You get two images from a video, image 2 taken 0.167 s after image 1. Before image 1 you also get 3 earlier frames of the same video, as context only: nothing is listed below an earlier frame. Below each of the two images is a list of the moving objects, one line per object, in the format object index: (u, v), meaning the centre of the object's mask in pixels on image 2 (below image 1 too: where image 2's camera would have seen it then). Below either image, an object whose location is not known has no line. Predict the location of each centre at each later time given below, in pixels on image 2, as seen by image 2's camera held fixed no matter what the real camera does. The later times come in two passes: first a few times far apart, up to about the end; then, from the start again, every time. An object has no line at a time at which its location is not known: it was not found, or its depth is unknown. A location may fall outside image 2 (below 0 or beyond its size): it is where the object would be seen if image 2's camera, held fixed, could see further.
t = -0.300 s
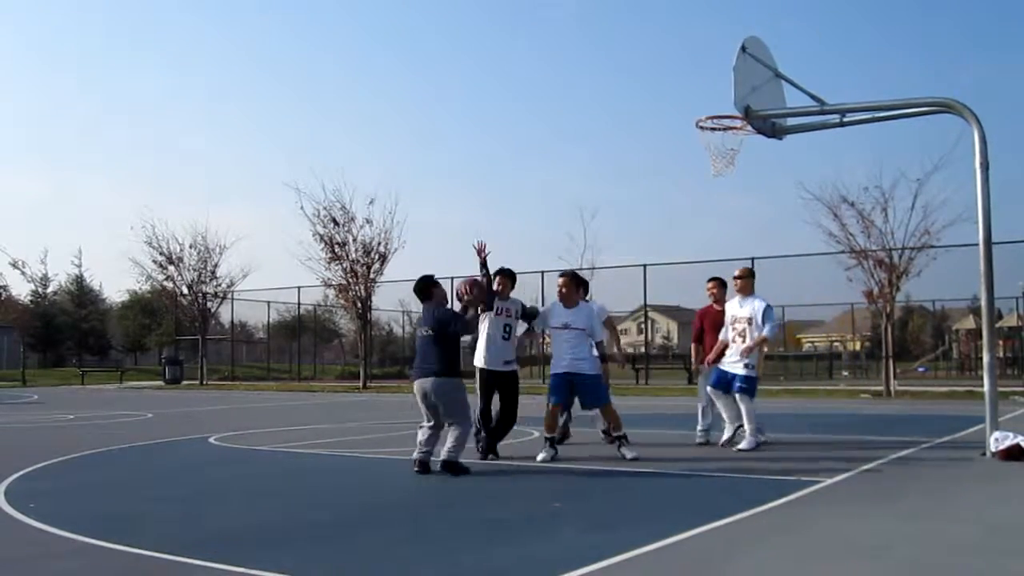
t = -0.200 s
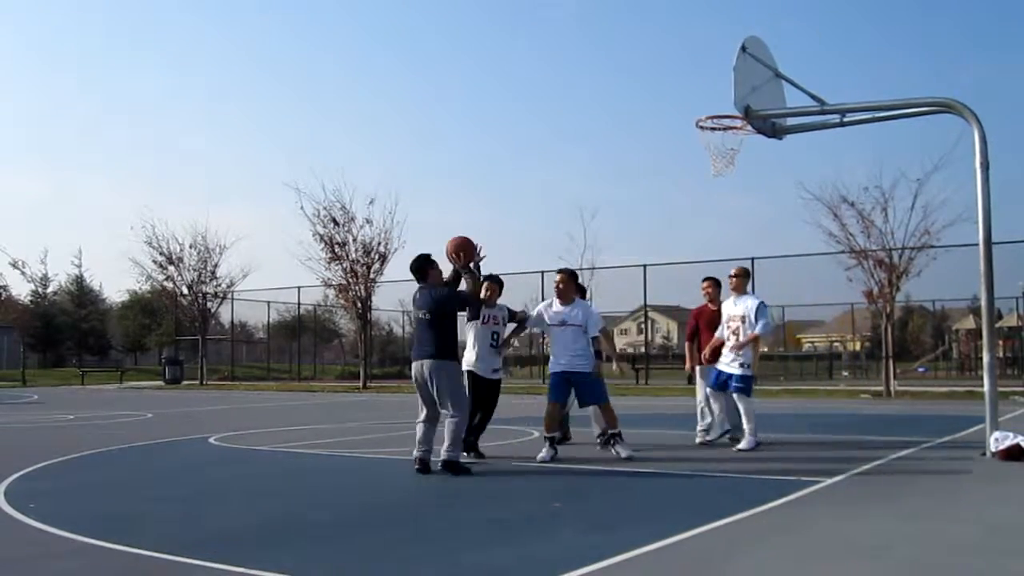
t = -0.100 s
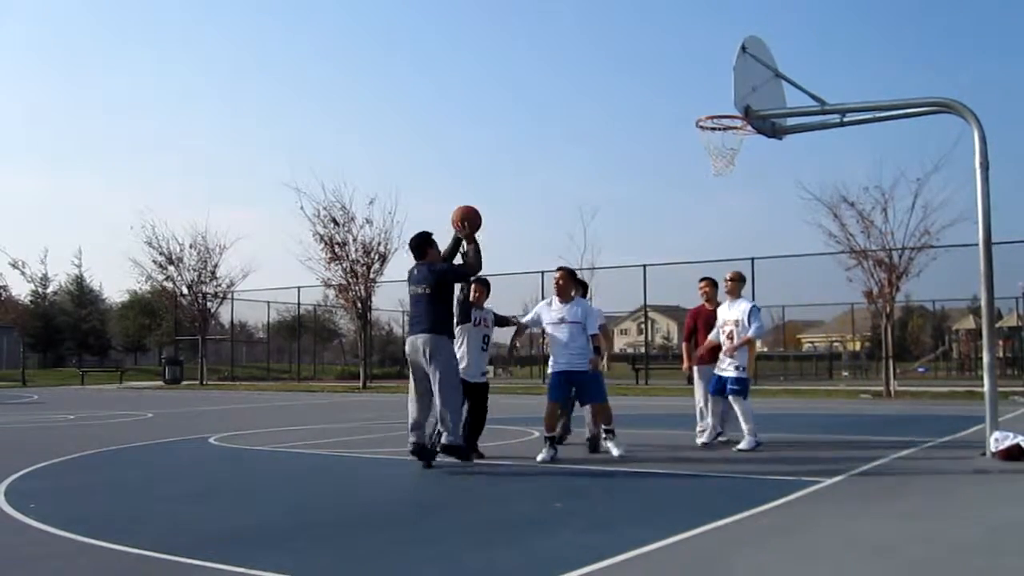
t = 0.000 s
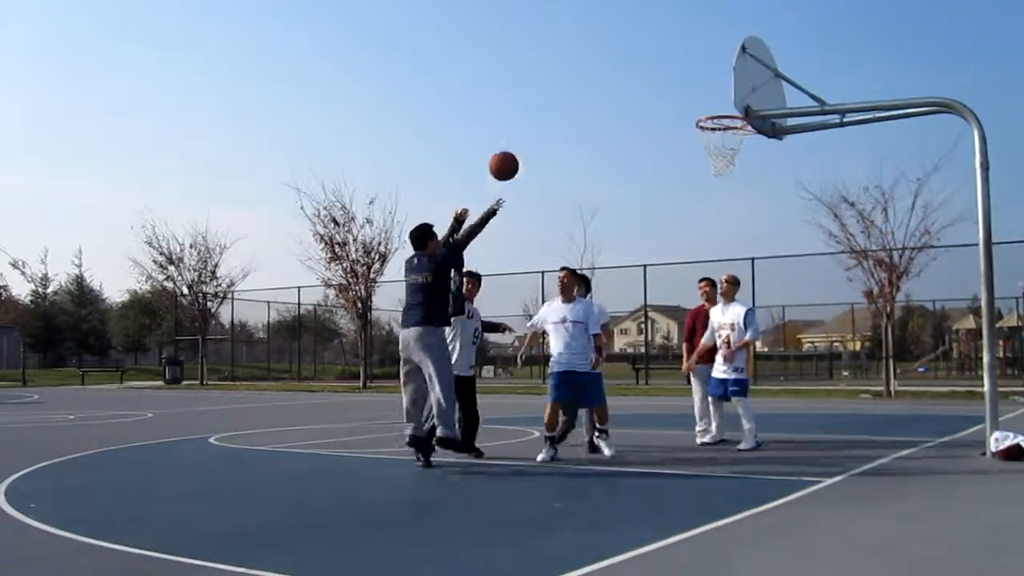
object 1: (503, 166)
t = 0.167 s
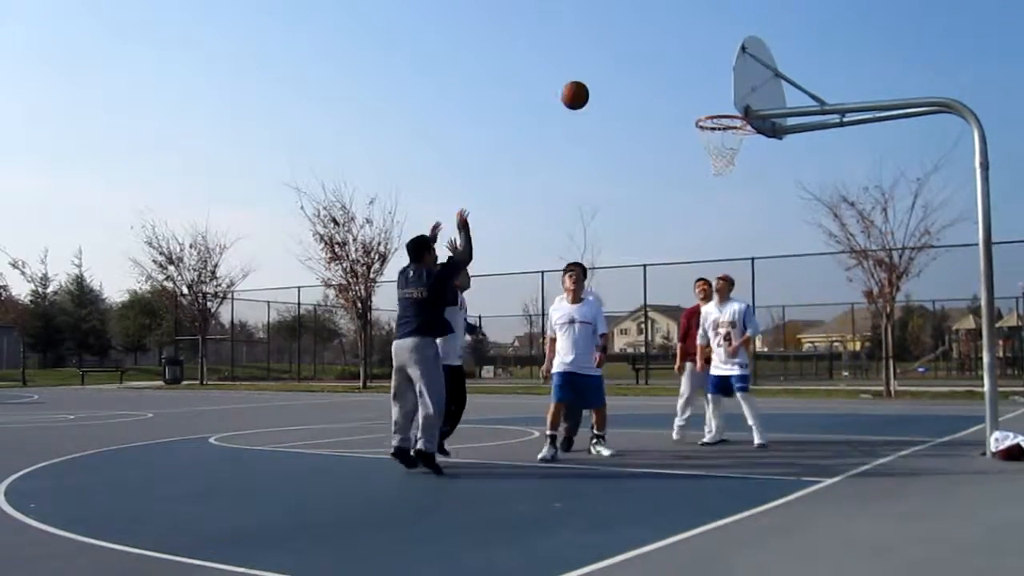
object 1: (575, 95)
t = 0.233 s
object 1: (602, 77)
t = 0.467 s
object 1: (687, 58)
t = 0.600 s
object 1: (727, 73)
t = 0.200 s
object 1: (588, 86)
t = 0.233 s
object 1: (602, 77)
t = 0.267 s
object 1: (614, 71)
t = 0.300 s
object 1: (627, 66)
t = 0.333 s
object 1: (639, 62)
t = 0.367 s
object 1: (651, 59)
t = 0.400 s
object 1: (664, 57)
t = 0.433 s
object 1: (676, 57)
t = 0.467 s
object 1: (687, 58)
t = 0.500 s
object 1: (699, 60)
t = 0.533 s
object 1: (710, 63)
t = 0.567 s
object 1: (721, 67)
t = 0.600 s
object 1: (727, 73)
